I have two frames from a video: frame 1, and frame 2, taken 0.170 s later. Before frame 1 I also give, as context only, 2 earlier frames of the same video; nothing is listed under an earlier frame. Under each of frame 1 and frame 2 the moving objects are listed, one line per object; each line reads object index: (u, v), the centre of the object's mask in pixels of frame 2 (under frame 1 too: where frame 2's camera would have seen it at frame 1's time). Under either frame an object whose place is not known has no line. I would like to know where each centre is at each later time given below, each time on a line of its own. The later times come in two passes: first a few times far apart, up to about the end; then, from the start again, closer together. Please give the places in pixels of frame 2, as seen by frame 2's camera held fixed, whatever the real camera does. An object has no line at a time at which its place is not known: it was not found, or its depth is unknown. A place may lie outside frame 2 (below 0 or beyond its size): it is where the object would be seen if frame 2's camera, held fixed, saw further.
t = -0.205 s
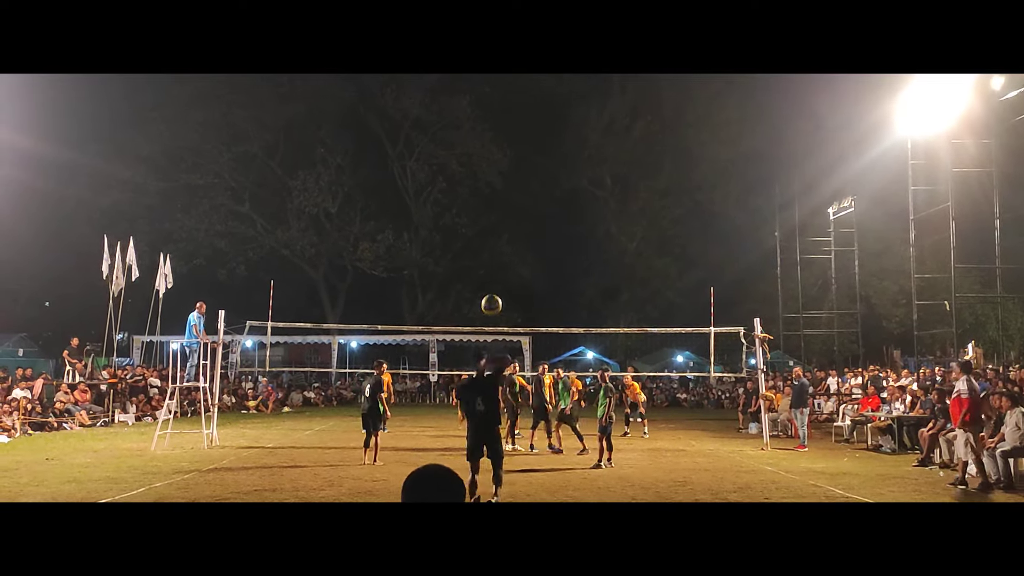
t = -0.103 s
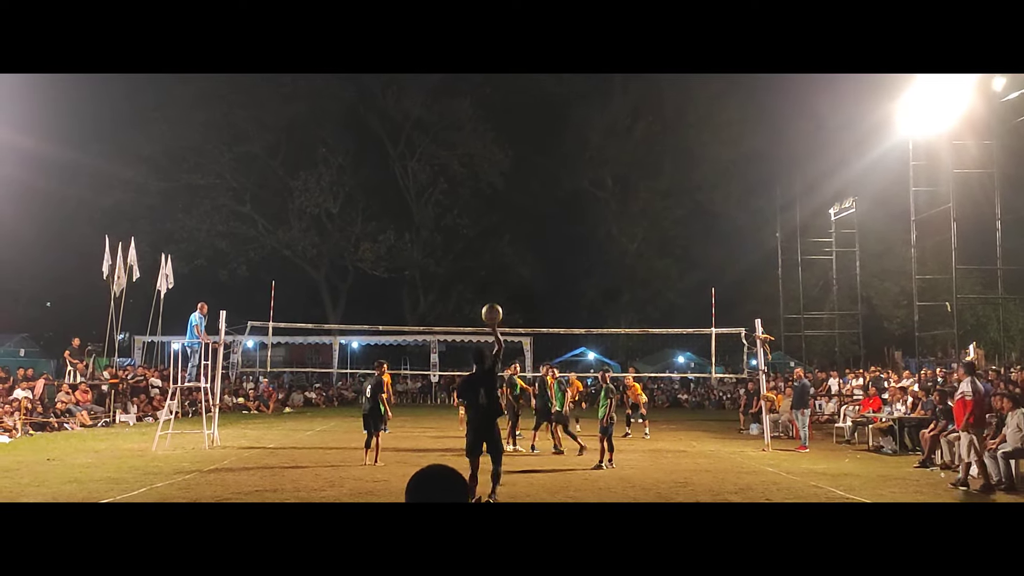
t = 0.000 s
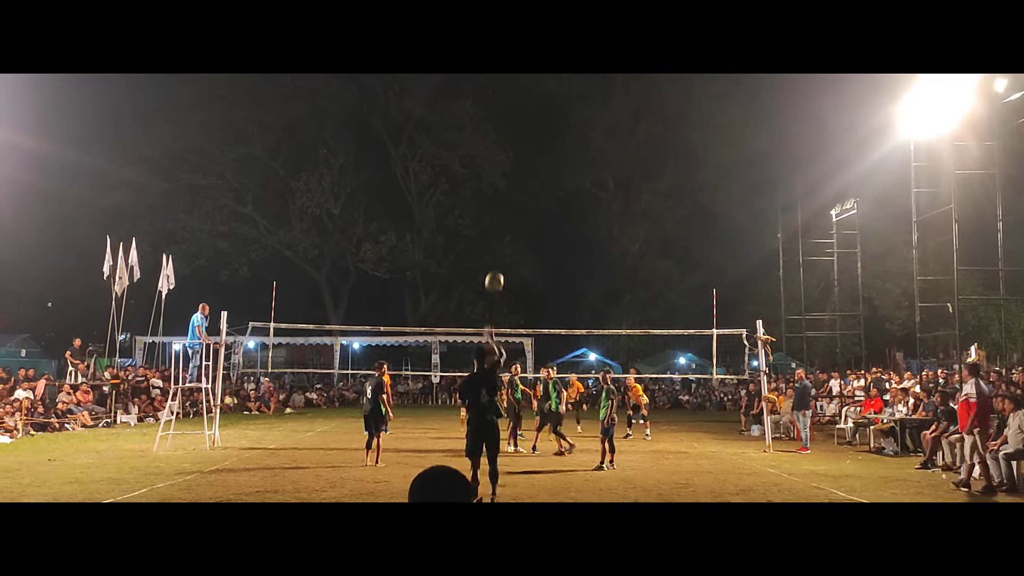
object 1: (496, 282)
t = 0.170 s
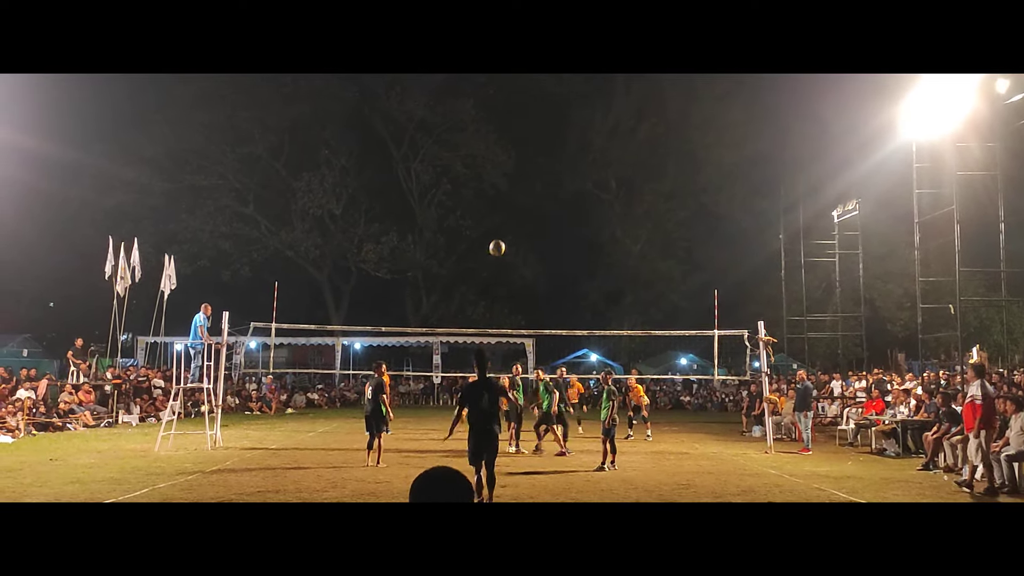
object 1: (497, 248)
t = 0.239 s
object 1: (497, 241)
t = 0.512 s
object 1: (500, 245)
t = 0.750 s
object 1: (500, 274)
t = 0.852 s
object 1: (500, 290)
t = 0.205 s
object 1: (497, 244)
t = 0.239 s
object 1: (497, 241)
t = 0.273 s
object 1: (497, 239)
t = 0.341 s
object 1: (498, 237)
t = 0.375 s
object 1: (498, 238)
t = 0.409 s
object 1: (499, 239)
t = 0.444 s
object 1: (499, 240)
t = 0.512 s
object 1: (500, 245)
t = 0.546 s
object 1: (500, 248)
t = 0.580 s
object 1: (500, 252)
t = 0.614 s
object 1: (500, 256)
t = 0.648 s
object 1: (500, 260)
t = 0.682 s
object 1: (501, 265)
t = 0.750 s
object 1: (500, 274)
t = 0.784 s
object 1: (500, 280)
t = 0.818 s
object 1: (500, 285)
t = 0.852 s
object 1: (500, 290)
